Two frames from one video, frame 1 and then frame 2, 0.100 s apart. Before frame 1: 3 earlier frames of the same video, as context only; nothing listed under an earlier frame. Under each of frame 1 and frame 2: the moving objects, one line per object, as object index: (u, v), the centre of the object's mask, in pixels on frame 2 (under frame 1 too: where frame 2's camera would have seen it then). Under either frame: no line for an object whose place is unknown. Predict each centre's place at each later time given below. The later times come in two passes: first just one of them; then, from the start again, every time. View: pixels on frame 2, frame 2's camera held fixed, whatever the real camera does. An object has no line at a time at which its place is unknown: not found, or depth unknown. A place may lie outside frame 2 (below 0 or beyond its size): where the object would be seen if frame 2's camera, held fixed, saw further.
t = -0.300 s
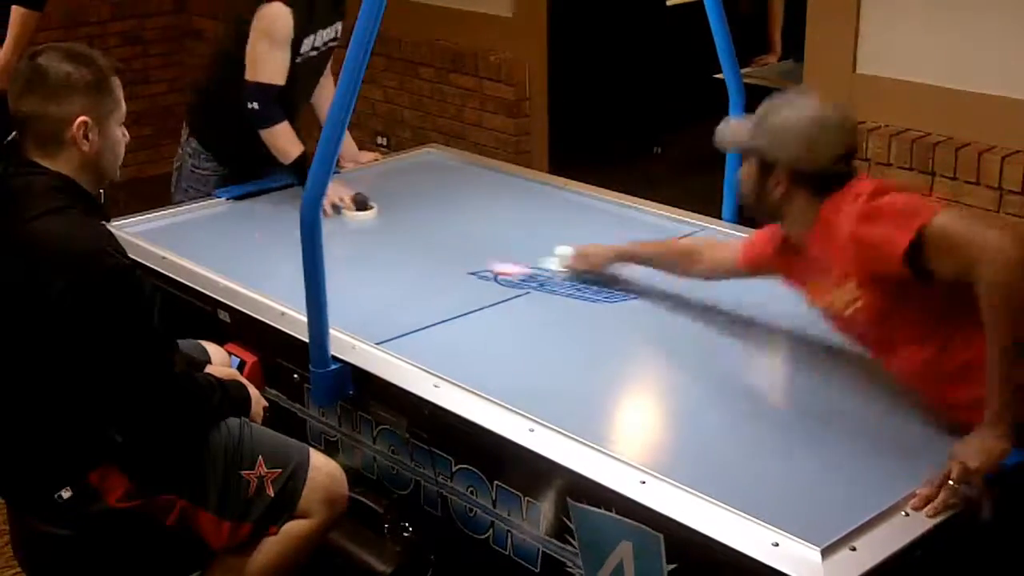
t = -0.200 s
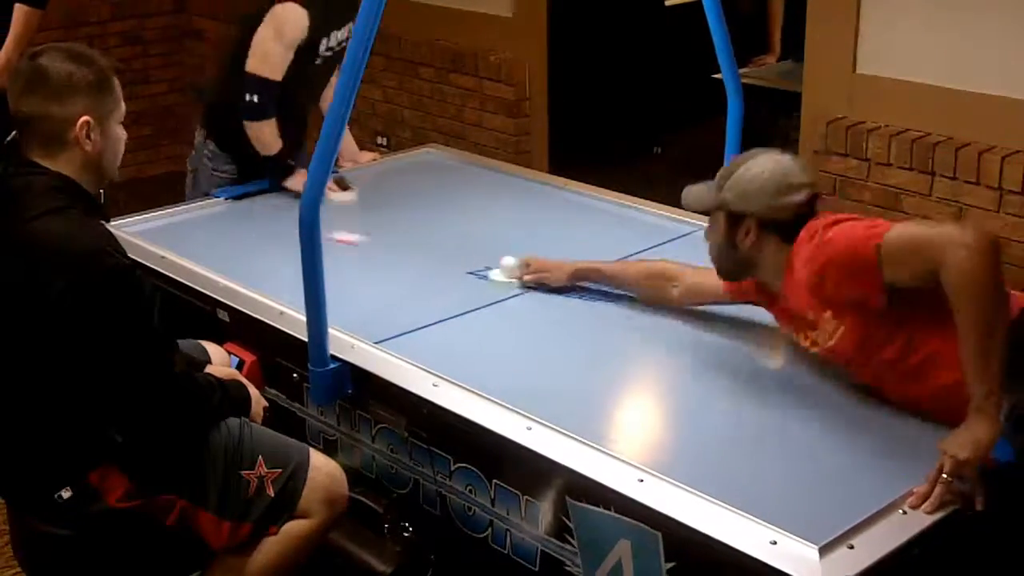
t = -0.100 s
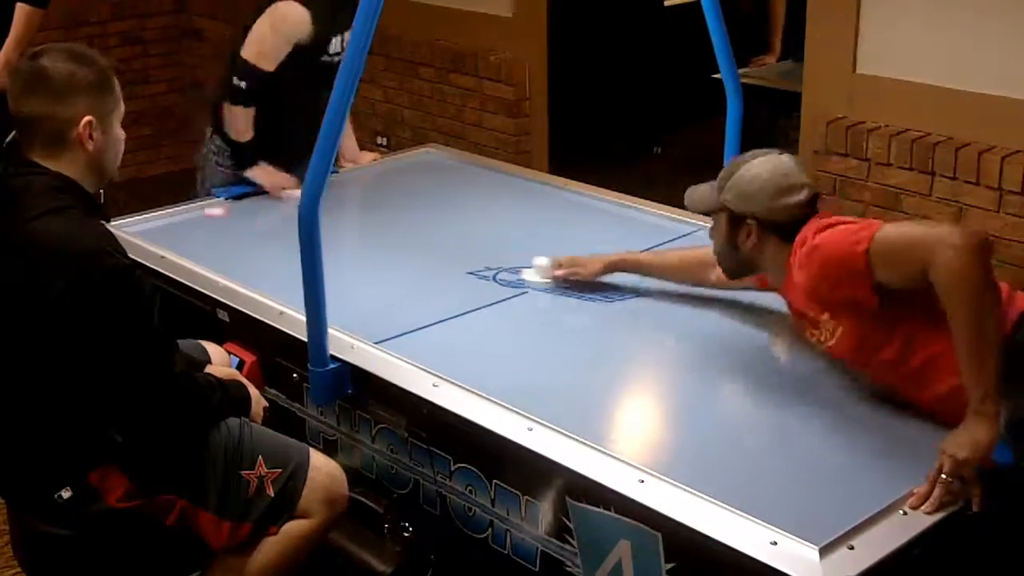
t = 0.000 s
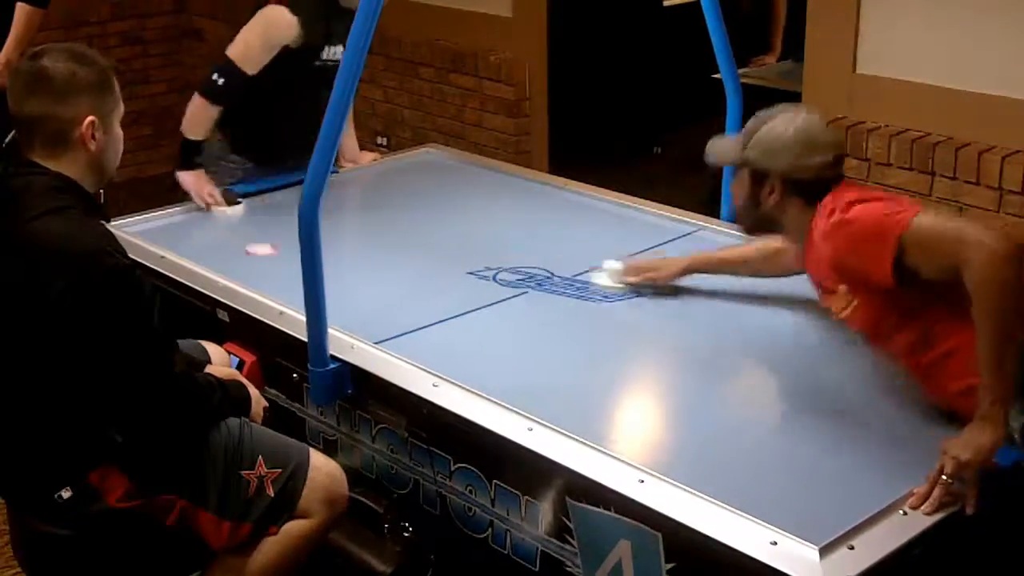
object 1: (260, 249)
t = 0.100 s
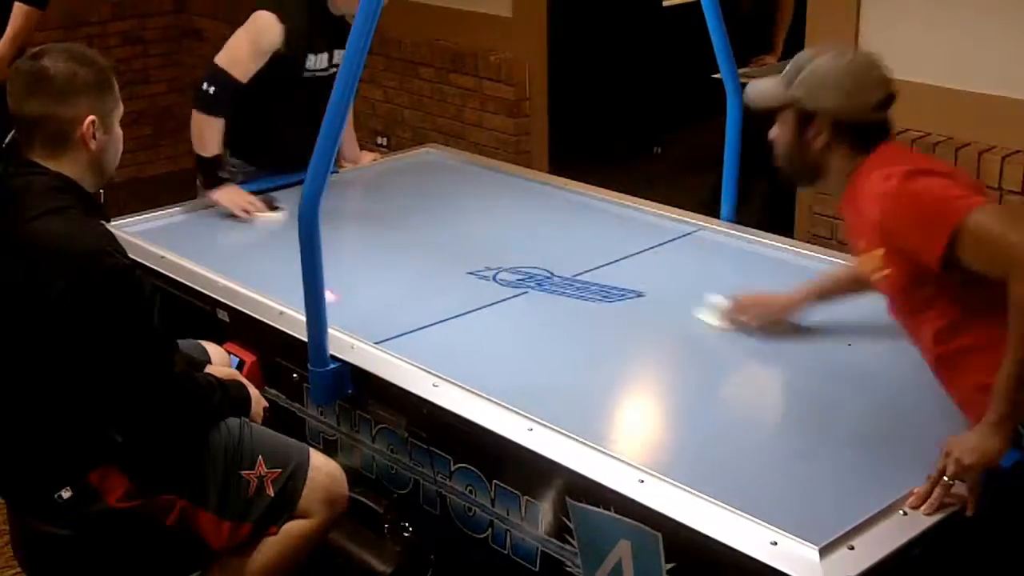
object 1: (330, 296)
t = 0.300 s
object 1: (545, 389)
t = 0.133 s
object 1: (342, 314)
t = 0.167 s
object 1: (365, 331)
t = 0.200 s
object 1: (403, 347)
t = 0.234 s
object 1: (446, 360)
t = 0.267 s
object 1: (494, 374)
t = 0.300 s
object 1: (545, 389)
